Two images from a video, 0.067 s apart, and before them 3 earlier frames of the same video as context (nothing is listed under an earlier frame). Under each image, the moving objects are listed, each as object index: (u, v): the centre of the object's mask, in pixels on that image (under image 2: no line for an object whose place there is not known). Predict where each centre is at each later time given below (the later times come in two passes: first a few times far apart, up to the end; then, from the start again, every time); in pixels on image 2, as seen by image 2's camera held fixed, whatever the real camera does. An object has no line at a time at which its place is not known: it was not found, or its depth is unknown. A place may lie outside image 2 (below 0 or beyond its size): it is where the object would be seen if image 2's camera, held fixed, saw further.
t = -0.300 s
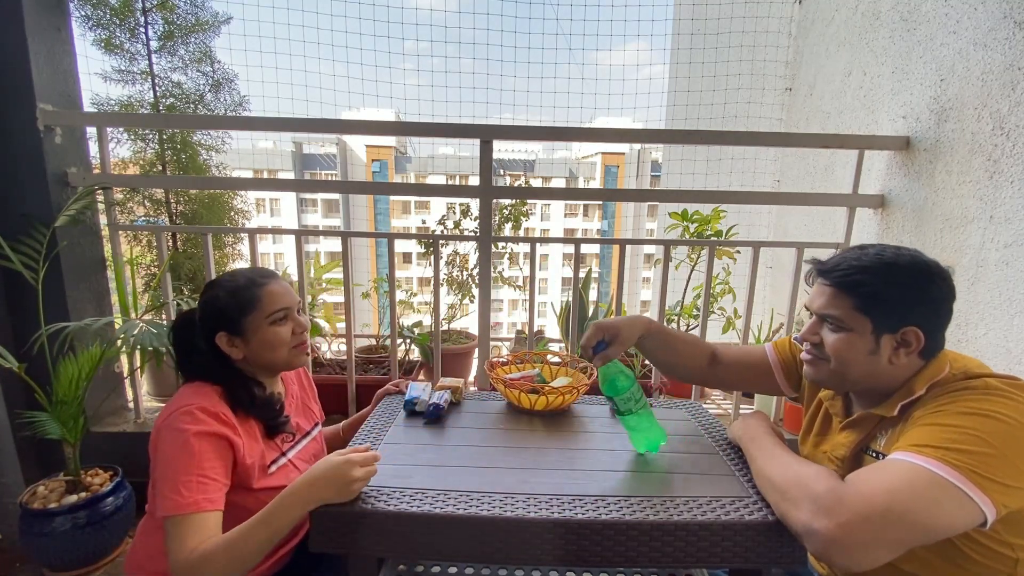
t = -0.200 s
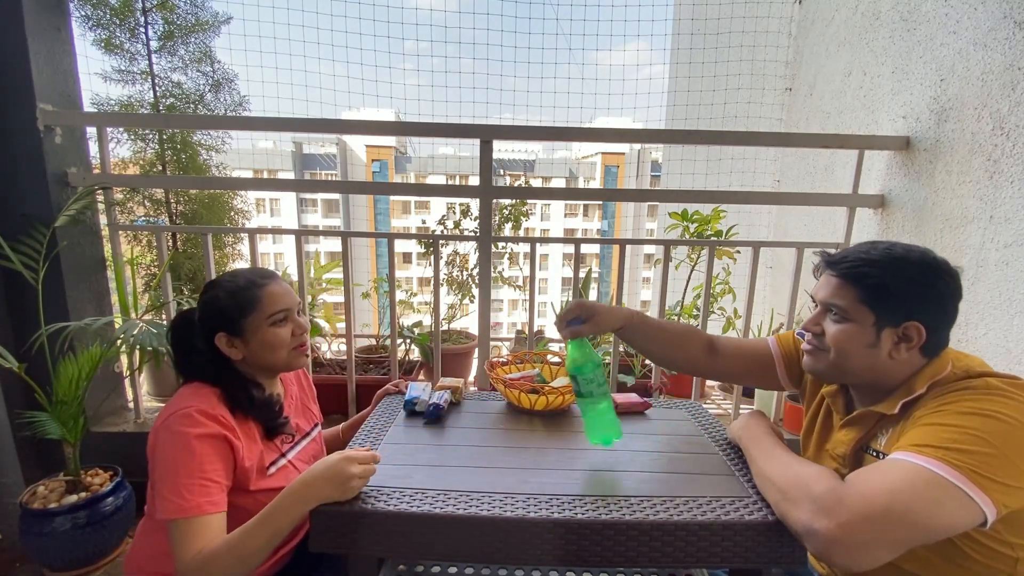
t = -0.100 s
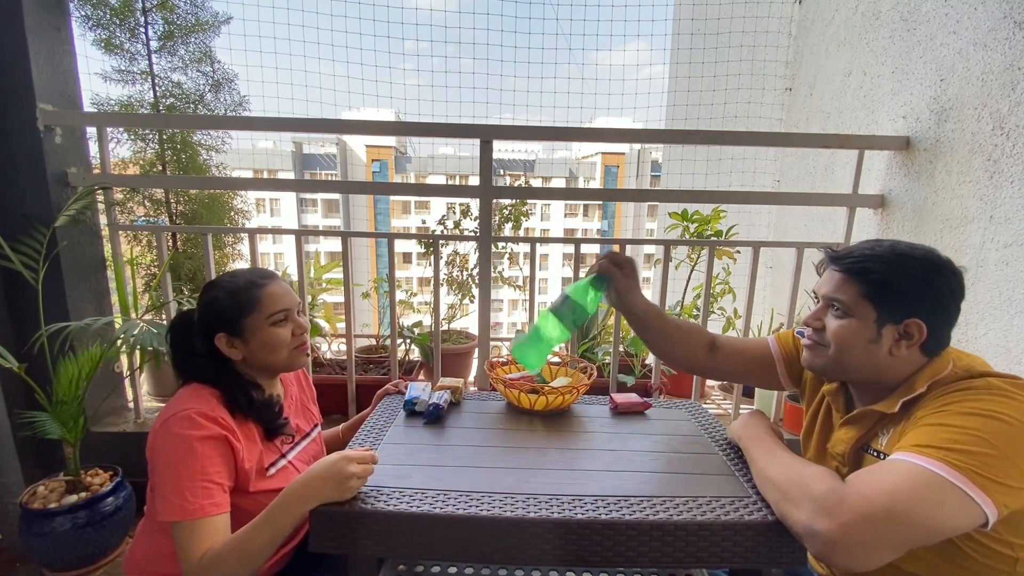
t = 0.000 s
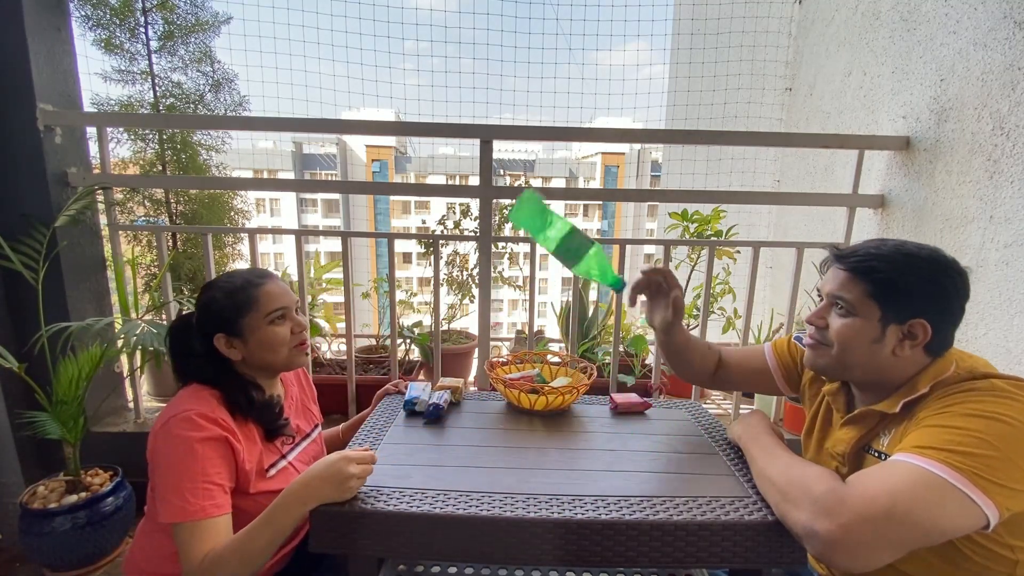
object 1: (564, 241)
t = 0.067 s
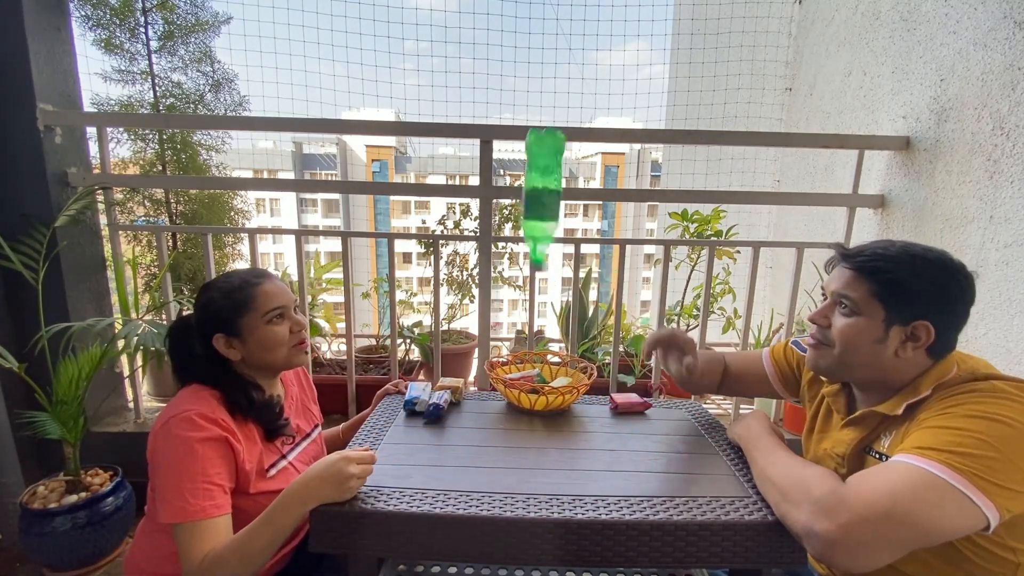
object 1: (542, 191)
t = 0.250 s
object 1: (536, 105)
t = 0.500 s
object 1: (585, 370)
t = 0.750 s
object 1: (582, 385)
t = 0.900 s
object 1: (595, 382)
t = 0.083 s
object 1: (537, 179)
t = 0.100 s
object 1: (531, 168)
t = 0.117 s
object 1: (527, 155)
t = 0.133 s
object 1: (522, 145)
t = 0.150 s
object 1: (521, 133)
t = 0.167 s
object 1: (521, 123)
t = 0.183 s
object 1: (520, 116)
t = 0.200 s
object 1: (523, 109)
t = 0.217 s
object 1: (526, 105)
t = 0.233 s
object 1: (530, 103)
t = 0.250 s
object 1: (536, 105)
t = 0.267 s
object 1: (541, 108)
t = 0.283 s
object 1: (547, 115)
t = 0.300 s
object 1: (553, 124)
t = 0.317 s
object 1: (559, 136)
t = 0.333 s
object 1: (564, 150)
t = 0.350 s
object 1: (569, 165)
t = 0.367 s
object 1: (573, 183)
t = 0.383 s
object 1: (577, 203)
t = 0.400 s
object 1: (580, 224)
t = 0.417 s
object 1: (582, 246)
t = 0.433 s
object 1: (583, 270)
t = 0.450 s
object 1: (584, 294)
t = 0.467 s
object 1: (584, 319)
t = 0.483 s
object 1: (585, 345)
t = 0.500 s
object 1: (585, 370)
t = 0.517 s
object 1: (583, 396)
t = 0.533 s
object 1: (581, 423)
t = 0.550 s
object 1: (578, 428)
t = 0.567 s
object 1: (576, 420)
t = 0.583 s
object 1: (575, 411)
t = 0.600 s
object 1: (574, 404)
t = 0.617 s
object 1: (573, 399)
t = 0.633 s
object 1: (573, 395)
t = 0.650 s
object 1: (574, 392)
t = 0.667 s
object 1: (576, 389)
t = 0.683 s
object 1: (578, 388)
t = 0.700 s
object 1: (579, 387)
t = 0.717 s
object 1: (580, 386)
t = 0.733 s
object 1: (581, 385)
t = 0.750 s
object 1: (582, 385)
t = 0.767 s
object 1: (583, 385)
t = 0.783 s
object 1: (584, 384)
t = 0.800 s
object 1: (585, 384)
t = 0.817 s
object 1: (586, 384)
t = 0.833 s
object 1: (587, 384)
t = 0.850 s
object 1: (589, 383)
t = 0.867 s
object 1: (592, 382)
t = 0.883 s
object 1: (593, 383)
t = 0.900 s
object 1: (595, 382)
